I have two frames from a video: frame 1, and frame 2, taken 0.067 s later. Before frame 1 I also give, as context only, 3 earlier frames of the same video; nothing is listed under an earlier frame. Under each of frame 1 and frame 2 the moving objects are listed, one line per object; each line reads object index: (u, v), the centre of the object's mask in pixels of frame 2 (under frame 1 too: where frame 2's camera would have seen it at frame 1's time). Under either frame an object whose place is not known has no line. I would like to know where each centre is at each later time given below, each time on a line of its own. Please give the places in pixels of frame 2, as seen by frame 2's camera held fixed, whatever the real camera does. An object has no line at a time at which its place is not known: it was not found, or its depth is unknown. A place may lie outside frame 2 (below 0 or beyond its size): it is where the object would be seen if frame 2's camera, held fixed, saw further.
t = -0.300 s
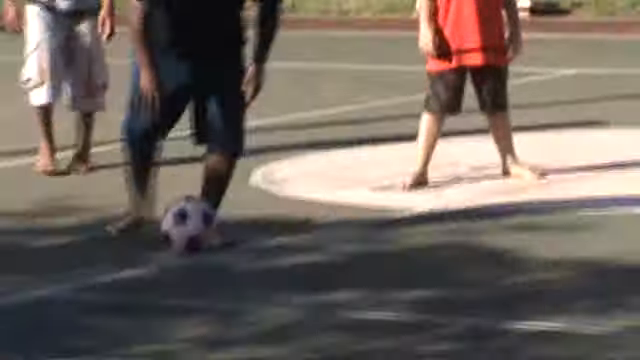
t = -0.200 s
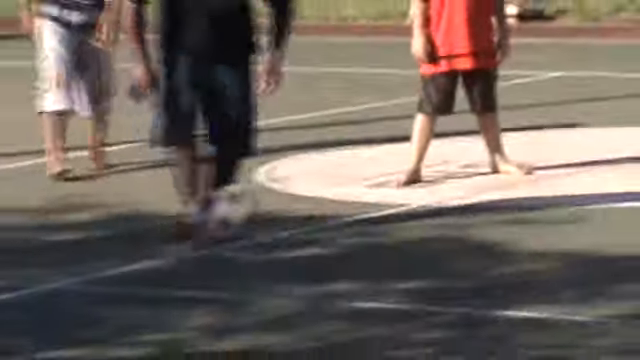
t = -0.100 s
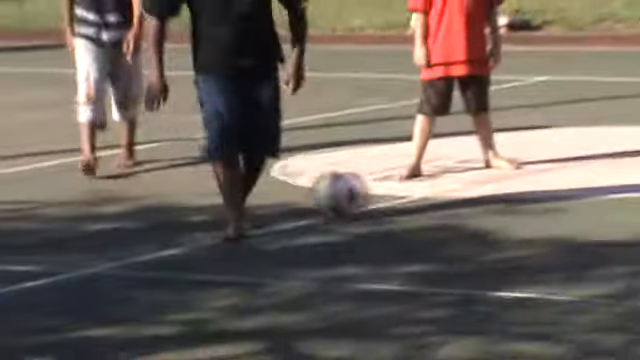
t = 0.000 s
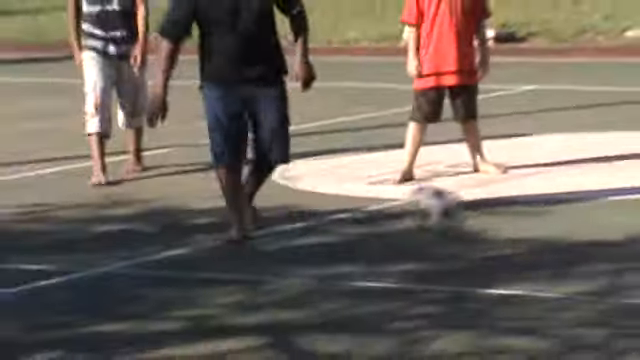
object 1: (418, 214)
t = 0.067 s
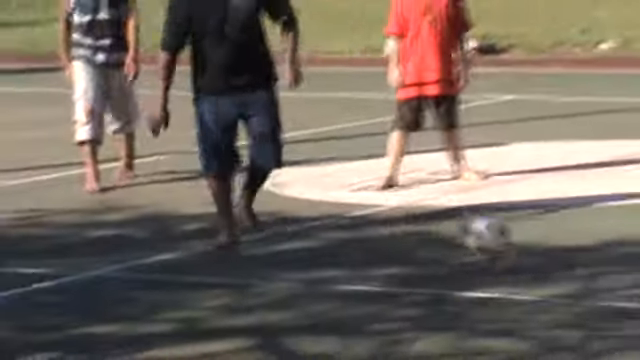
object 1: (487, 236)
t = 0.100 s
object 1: (518, 246)
